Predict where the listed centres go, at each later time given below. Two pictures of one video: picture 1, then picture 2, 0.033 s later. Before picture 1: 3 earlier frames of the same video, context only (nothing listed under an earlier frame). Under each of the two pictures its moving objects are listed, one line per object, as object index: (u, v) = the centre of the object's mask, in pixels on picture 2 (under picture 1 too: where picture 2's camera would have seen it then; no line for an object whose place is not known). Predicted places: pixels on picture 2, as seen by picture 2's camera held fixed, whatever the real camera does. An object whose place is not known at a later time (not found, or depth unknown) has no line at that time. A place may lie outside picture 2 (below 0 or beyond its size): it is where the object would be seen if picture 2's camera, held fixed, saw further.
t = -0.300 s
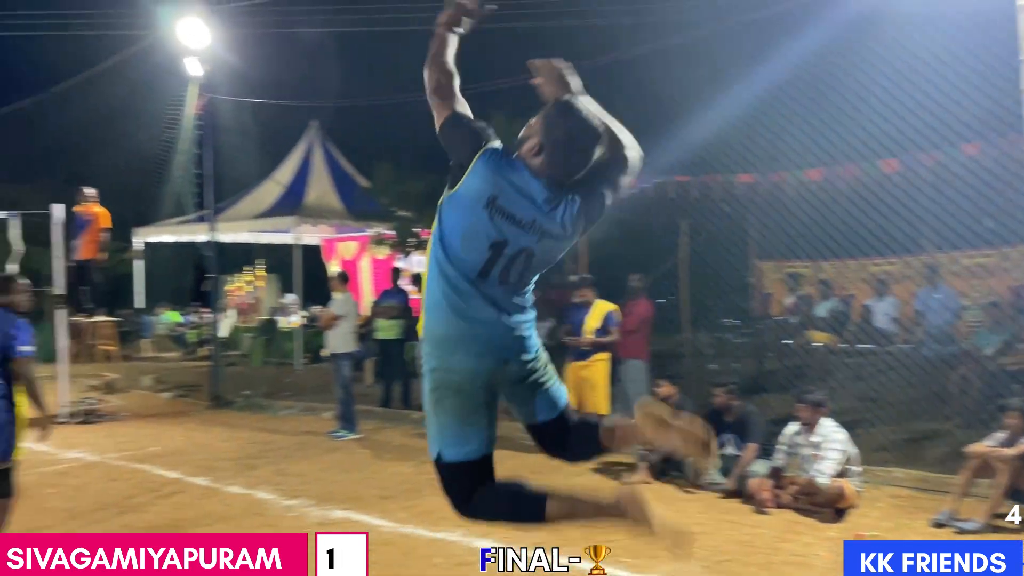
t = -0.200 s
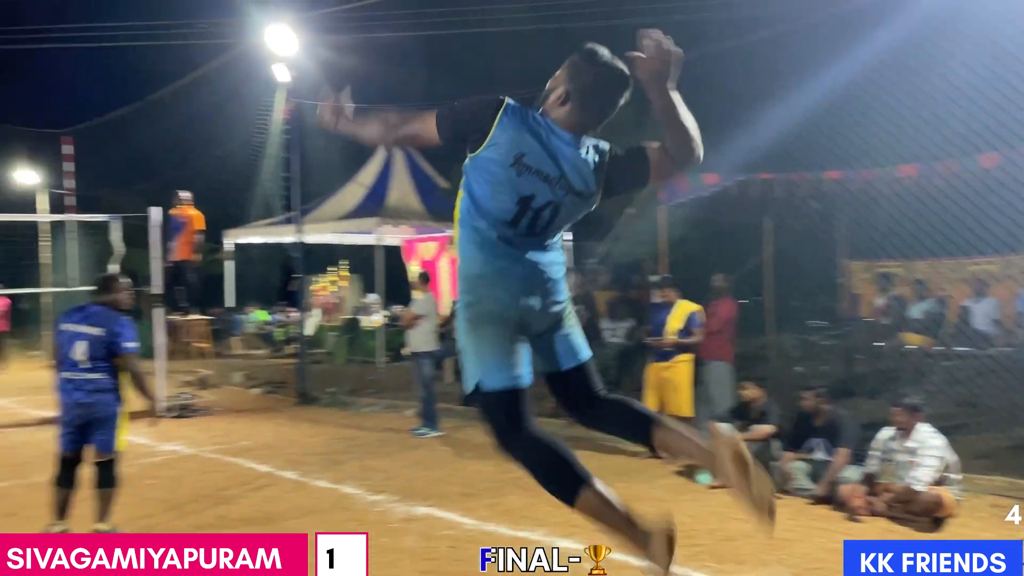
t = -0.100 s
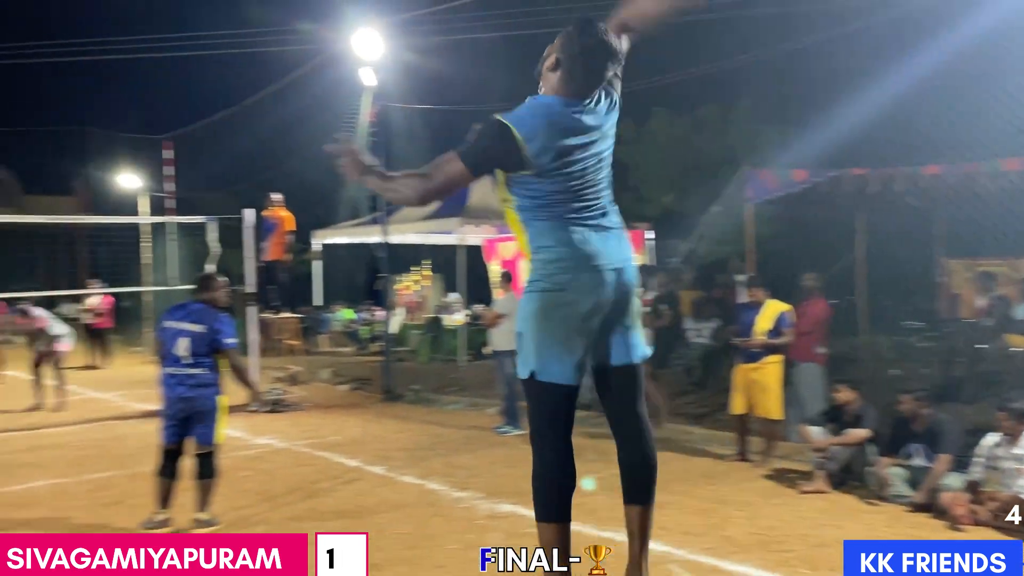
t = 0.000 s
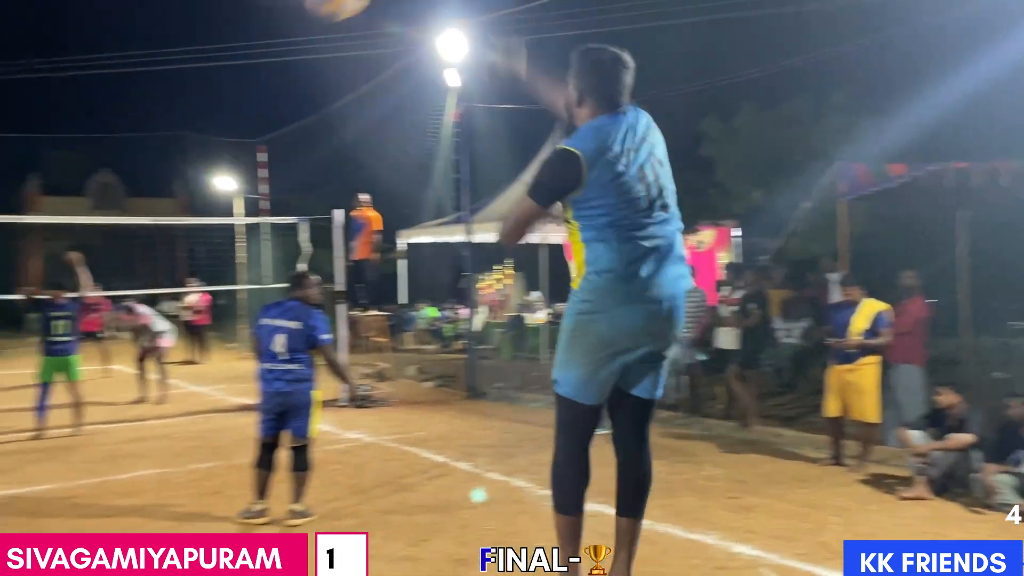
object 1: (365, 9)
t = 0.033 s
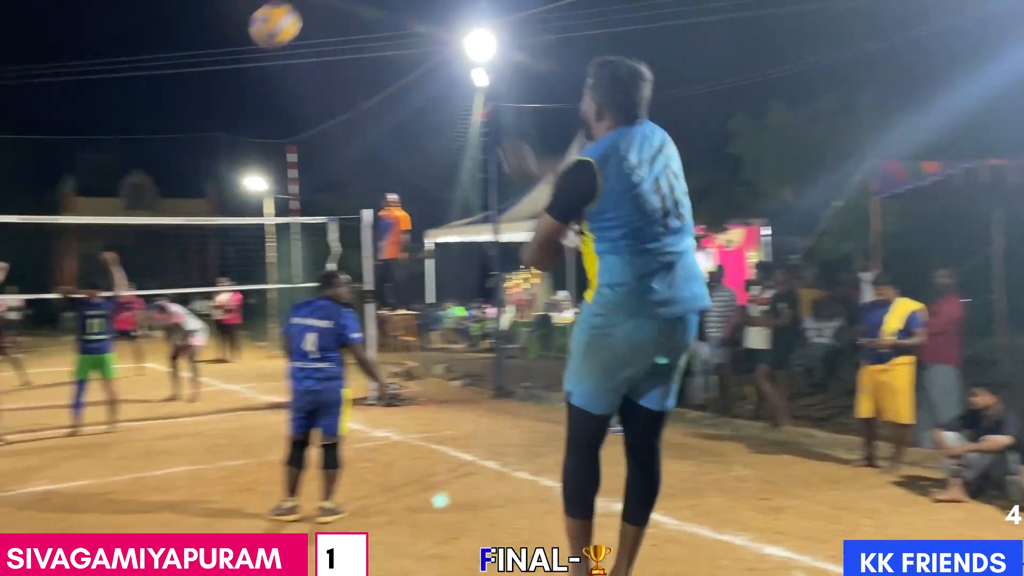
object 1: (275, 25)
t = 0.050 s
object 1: (241, 37)
